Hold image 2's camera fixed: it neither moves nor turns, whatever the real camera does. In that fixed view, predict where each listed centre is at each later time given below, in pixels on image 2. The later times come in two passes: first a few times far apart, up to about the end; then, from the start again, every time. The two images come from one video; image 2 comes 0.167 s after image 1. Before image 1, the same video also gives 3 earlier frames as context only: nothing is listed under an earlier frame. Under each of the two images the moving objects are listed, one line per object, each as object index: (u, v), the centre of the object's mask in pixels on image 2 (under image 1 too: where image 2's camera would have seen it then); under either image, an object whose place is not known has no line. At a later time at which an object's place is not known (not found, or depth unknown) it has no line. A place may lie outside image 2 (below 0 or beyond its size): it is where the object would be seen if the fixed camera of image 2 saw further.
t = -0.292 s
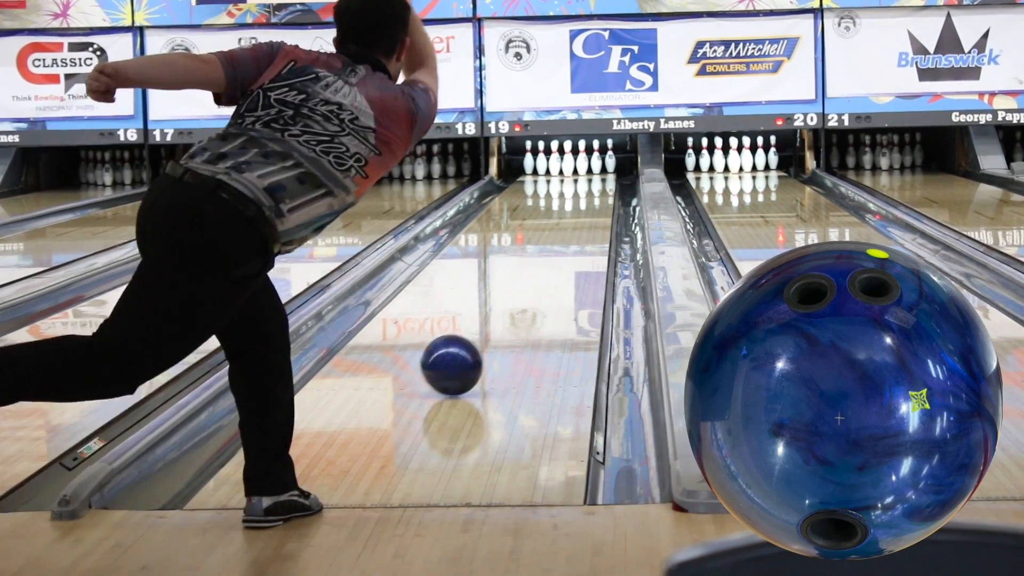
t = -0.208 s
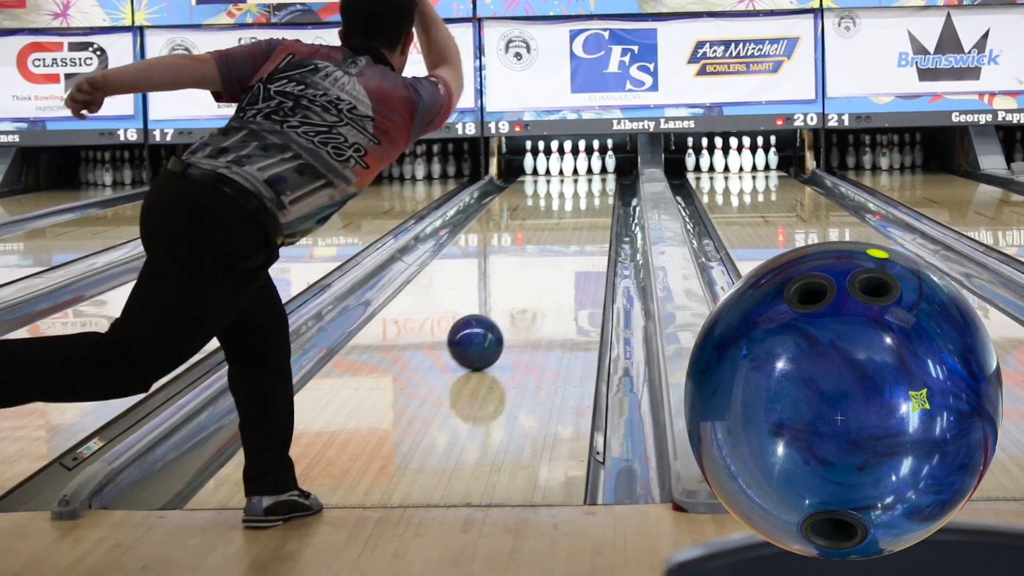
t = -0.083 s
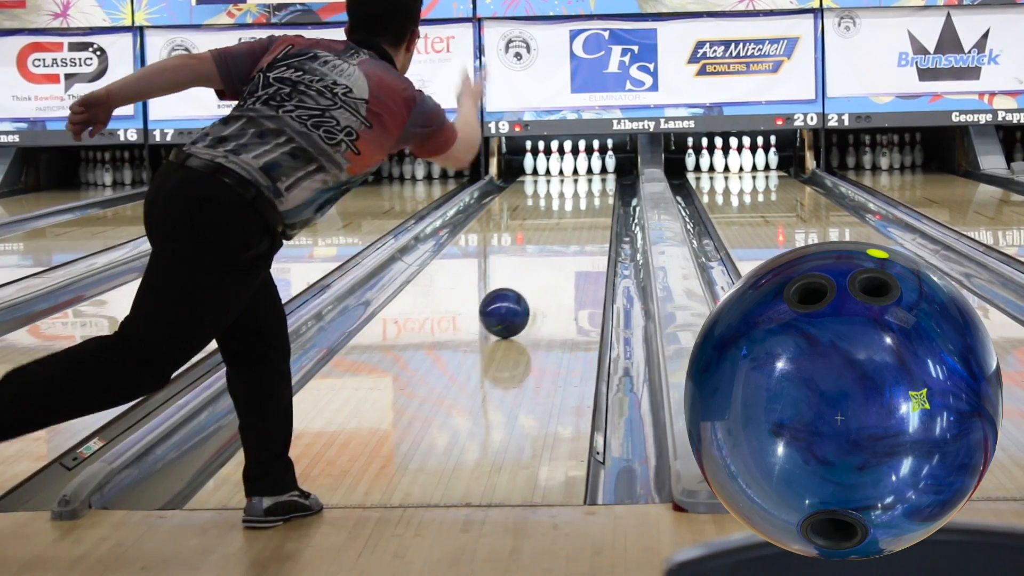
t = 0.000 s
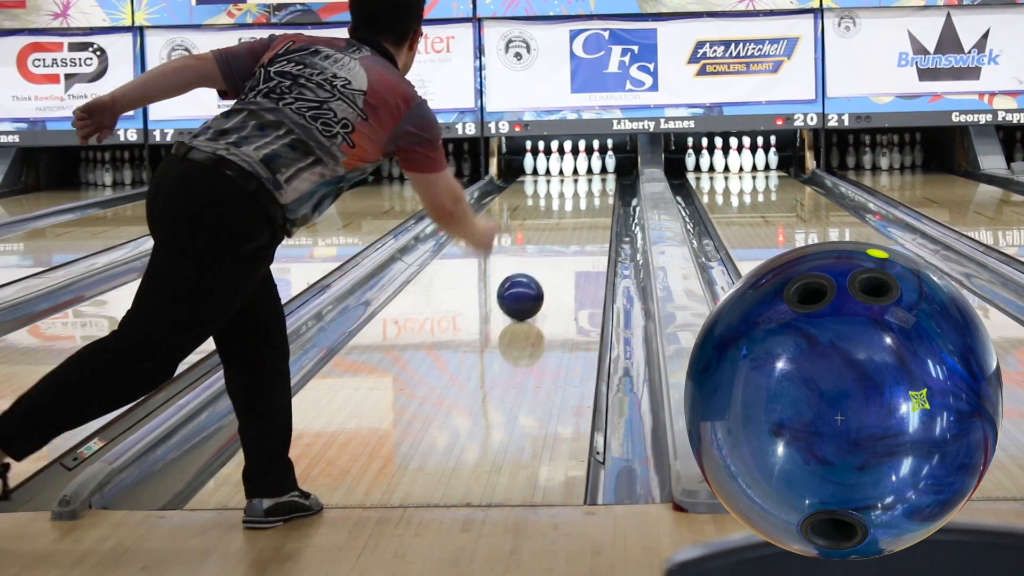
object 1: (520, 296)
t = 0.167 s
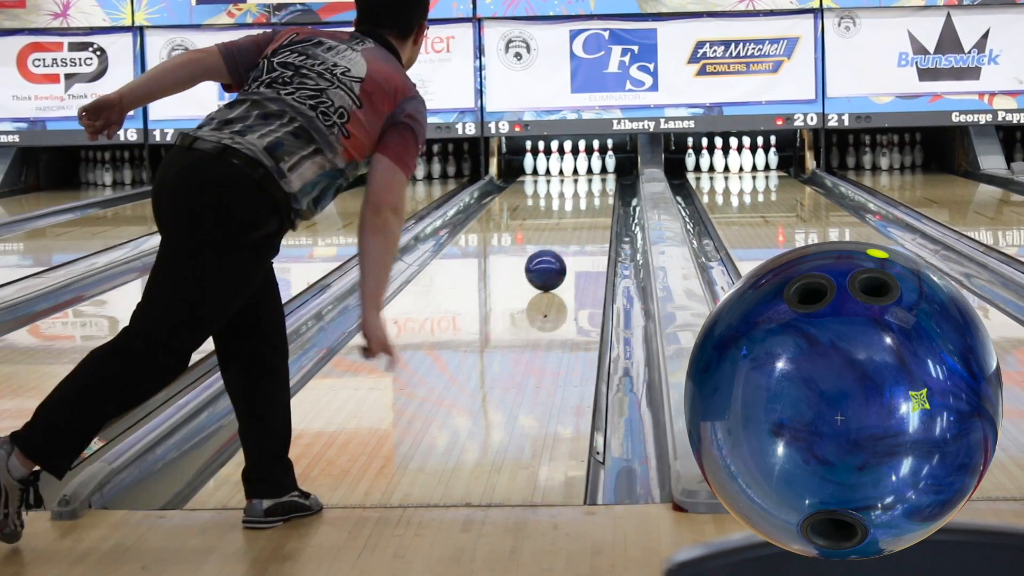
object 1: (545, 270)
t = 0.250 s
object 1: (556, 259)
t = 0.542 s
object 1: (582, 228)
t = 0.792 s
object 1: (594, 209)
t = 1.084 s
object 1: (599, 193)
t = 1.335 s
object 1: (597, 183)
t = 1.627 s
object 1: (585, 174)
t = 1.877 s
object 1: (572, 168)
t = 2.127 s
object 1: (561, 164)
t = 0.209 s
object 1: (551, 265)
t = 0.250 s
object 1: (556, 259)
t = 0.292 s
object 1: (560, 254)
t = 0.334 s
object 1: (565, 249)
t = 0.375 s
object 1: (569, 244)
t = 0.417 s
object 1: (572, 240)
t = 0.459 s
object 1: (576, 236)
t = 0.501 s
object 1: (579, 232)
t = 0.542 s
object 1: (582, 228)
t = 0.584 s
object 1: (584, 225)
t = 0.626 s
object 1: (587, 221)
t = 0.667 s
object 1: (589, 218)
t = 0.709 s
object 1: (591, 215)
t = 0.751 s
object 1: (592, 212)
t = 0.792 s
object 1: (594, 209)
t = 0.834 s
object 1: (595, 207)
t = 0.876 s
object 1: (596, 204)
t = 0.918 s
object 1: (597, 202)
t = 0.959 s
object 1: (598, 199)
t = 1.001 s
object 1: (598, 197)
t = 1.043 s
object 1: (599, 195)
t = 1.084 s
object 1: (599, 193)
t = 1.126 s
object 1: (599, 191)
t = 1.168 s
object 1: (599, 189)
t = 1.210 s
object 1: (599, 187)
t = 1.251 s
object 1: (598, 186)
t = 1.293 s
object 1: (598, 184)
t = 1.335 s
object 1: (597, 183)
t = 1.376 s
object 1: (596, 181)
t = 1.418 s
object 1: (594, 180)
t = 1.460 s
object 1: (593, 179)
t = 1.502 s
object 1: (591, 177)
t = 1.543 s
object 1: (589, 176)
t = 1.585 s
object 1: (587, 175)
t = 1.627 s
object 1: (585, 174)
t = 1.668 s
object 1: (583, 173)
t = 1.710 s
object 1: (581, 172)
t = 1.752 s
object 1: (579, 171)
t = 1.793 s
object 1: (577, 170)
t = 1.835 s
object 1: (574, 169)
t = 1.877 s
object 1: (572, 168)
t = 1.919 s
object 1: (571, 167)
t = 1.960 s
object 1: (571, 167)
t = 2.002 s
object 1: (569, 166)
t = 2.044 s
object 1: (566, 165)
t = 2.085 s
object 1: (563, 164)
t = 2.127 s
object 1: (561, 164)
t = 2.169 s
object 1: (558, 163)
